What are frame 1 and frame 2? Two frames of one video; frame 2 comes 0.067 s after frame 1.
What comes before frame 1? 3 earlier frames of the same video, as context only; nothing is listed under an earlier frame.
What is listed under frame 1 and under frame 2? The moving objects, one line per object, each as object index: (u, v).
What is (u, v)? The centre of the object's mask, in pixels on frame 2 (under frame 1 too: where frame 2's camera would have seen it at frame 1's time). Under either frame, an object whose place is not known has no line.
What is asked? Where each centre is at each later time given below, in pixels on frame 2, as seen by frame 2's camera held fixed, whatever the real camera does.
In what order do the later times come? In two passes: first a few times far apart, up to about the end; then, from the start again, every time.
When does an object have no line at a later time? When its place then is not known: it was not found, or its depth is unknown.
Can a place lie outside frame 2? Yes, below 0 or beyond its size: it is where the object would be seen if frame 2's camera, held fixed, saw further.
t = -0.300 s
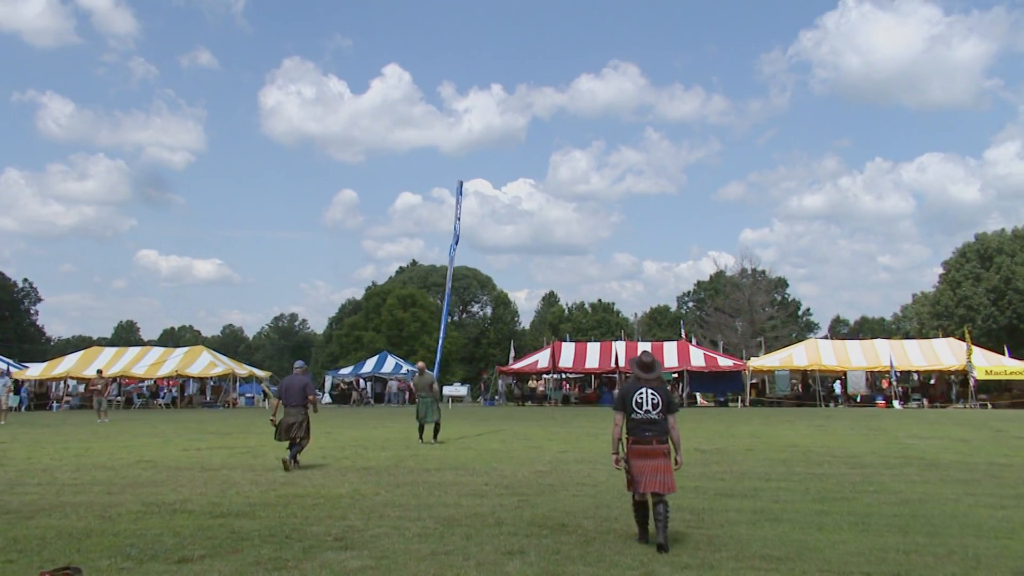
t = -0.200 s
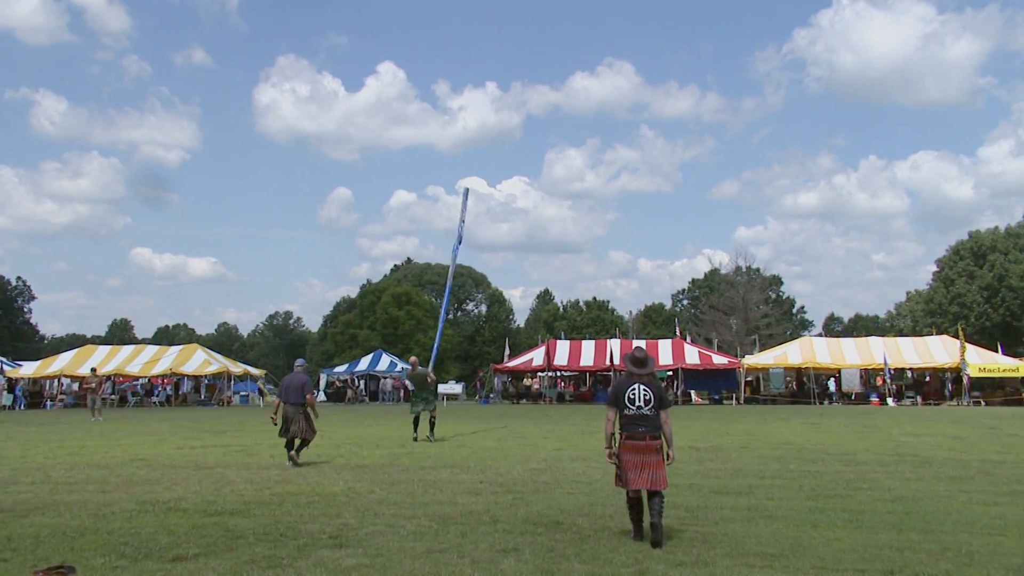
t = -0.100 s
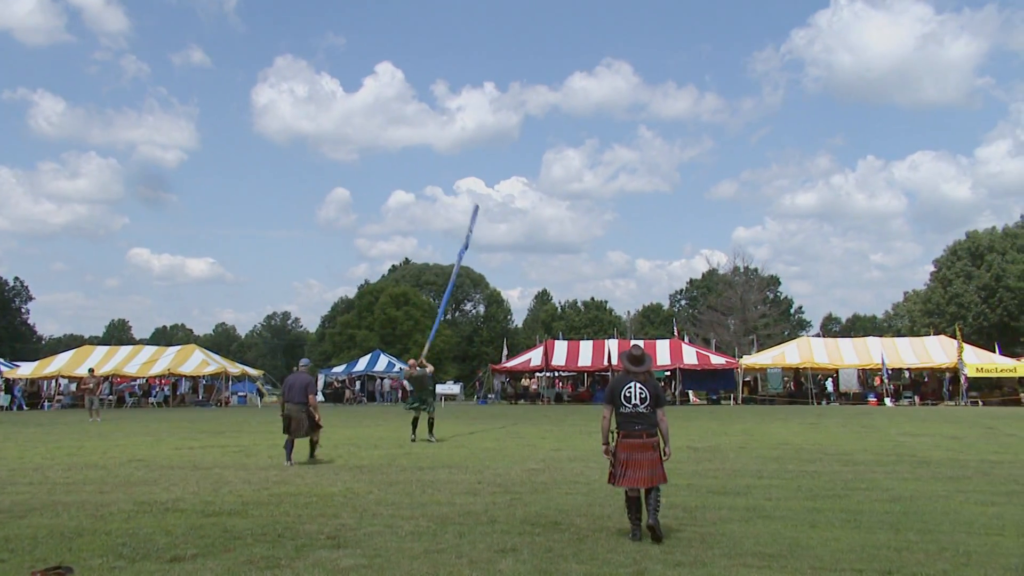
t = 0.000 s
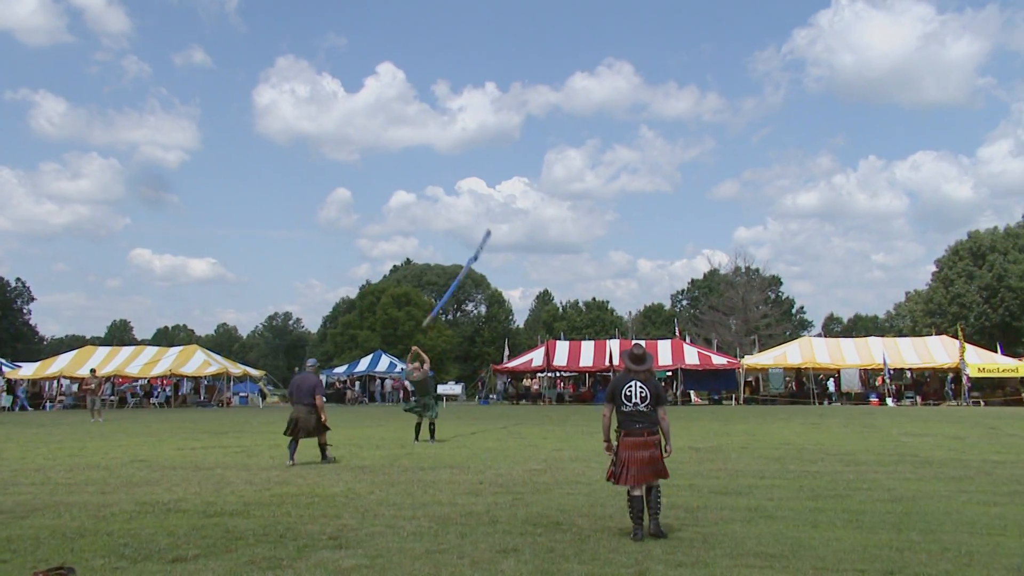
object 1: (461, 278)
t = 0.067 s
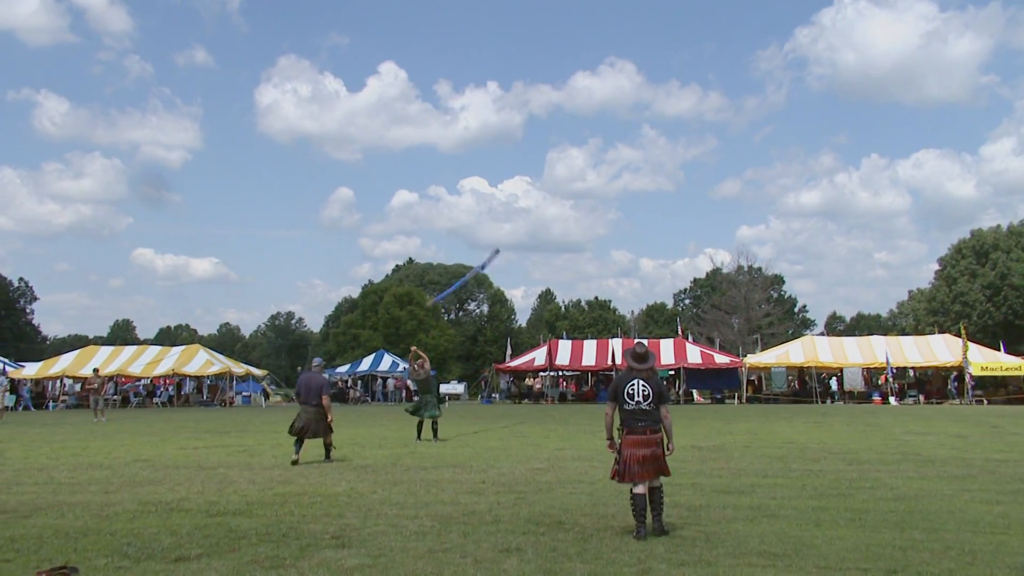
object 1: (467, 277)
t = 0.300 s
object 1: (474, 293)
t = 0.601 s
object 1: (494, 338)
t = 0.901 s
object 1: (496, 339)
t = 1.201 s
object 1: (491, 355)
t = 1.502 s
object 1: (479, 380)
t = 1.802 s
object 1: (479, 425)
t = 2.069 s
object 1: (475, 420)
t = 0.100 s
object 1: (469, 279)
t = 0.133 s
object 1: (470, 281)
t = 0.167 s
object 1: (474, 284)
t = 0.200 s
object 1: (476, 287)
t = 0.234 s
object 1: (475, 290)
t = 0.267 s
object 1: (475, 292)
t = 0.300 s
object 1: (474, 293)
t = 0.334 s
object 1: (478, 299)
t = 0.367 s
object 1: (479, 301)
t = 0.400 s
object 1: (482, 306)
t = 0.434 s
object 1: (486, 316)
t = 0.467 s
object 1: (487, 318)
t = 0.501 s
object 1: (491, 331)
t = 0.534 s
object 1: (493, 337)
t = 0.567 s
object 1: (494, 340)
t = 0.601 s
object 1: (494, 338)
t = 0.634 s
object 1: (494, 337)
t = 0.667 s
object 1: (495, 338)
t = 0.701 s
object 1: (495, 337)
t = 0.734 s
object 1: (495, 337)
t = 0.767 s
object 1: (496, 338)
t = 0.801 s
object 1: (495, 336)
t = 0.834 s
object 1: (495, 337)
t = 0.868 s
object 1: (495, 338)
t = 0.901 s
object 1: (496, 339)
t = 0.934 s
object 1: (495, 340)
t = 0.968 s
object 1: (495, 342)
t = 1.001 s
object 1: (495, 343)
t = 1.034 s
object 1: (494, 344)
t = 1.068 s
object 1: (493, 345)
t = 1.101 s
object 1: (493, 347)
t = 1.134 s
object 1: (493, 350)
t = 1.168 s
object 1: (494, 356)
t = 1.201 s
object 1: (491, 355)
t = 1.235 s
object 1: (490, 356)
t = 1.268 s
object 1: (489, 360)
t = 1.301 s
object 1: (488, 362)
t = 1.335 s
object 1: (486, 363)
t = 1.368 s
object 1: (482, 362)
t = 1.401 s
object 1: (482, 366)
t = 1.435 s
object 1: (483, 373)
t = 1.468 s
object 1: (480, 375)
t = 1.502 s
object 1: (479, 380)
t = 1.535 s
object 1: (478, 384)
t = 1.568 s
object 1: (474, 388)
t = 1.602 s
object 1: (474, 394)
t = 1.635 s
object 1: (479, 402)
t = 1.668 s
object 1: (484, 410)
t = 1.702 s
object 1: (470, 411)
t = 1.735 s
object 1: (473, 419)
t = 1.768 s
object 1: (472, 425)
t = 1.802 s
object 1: (479, 425)
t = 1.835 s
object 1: (474, 424)
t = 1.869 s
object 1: (473, 422)
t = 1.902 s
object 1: (474, 420)
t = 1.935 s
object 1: (474, 419)
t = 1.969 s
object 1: (474, 419)
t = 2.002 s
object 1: (473, 419)
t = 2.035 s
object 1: (474, 419)
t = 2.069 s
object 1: (475, 420)
